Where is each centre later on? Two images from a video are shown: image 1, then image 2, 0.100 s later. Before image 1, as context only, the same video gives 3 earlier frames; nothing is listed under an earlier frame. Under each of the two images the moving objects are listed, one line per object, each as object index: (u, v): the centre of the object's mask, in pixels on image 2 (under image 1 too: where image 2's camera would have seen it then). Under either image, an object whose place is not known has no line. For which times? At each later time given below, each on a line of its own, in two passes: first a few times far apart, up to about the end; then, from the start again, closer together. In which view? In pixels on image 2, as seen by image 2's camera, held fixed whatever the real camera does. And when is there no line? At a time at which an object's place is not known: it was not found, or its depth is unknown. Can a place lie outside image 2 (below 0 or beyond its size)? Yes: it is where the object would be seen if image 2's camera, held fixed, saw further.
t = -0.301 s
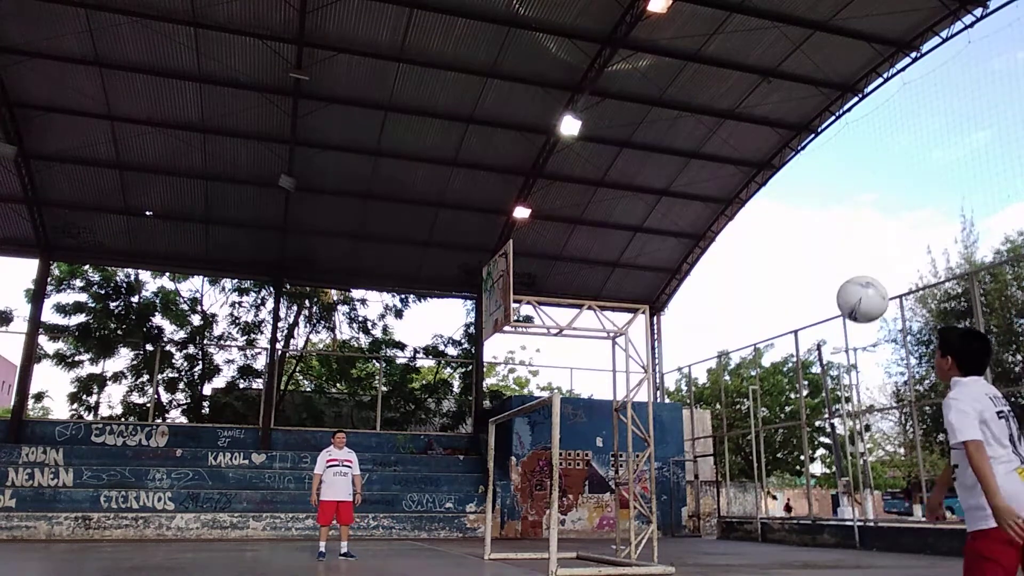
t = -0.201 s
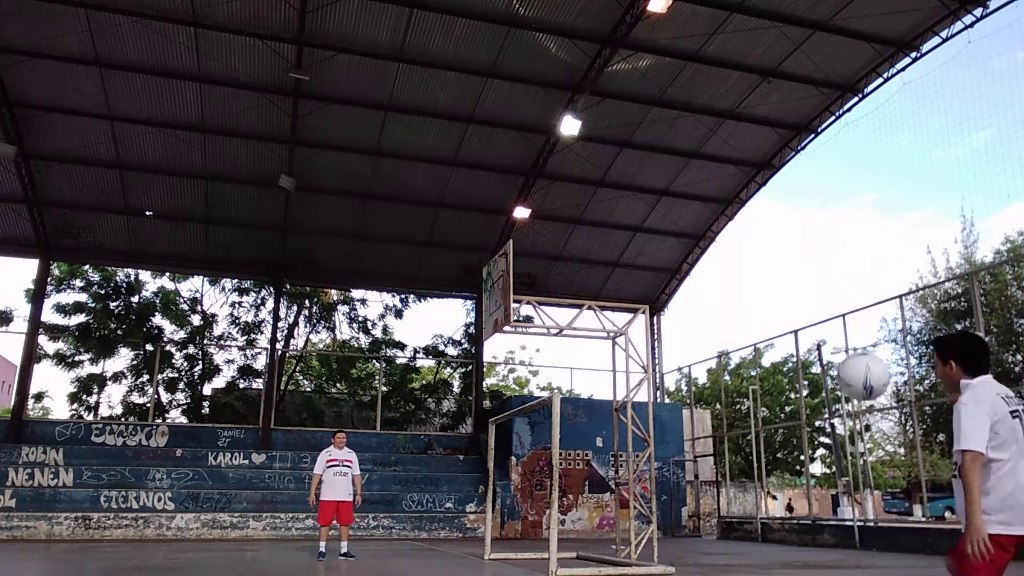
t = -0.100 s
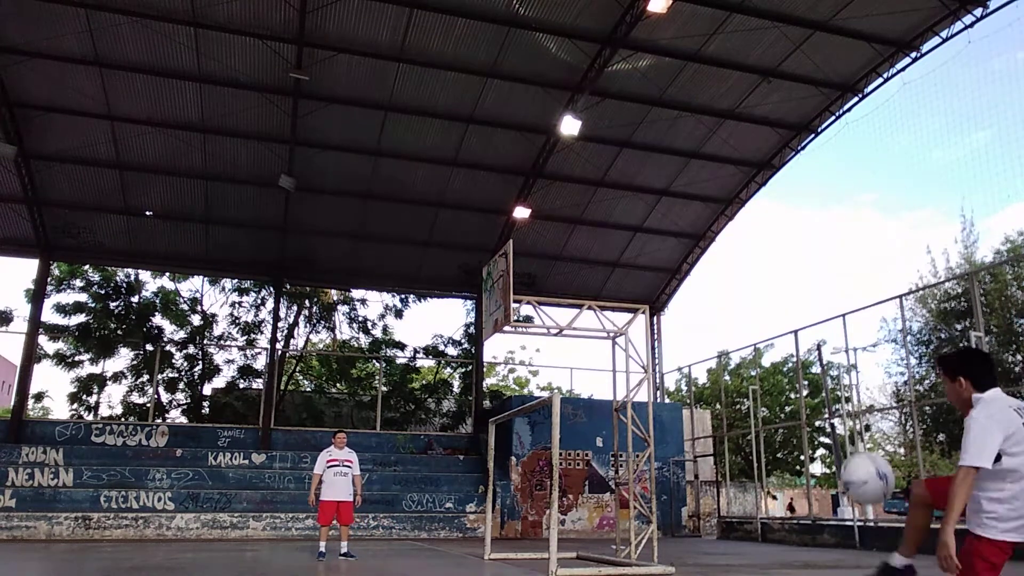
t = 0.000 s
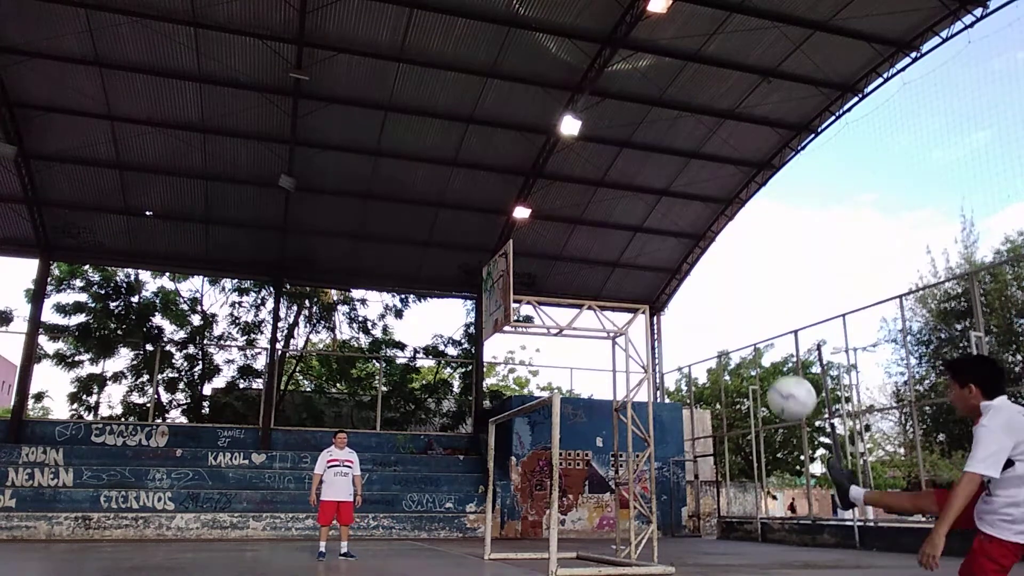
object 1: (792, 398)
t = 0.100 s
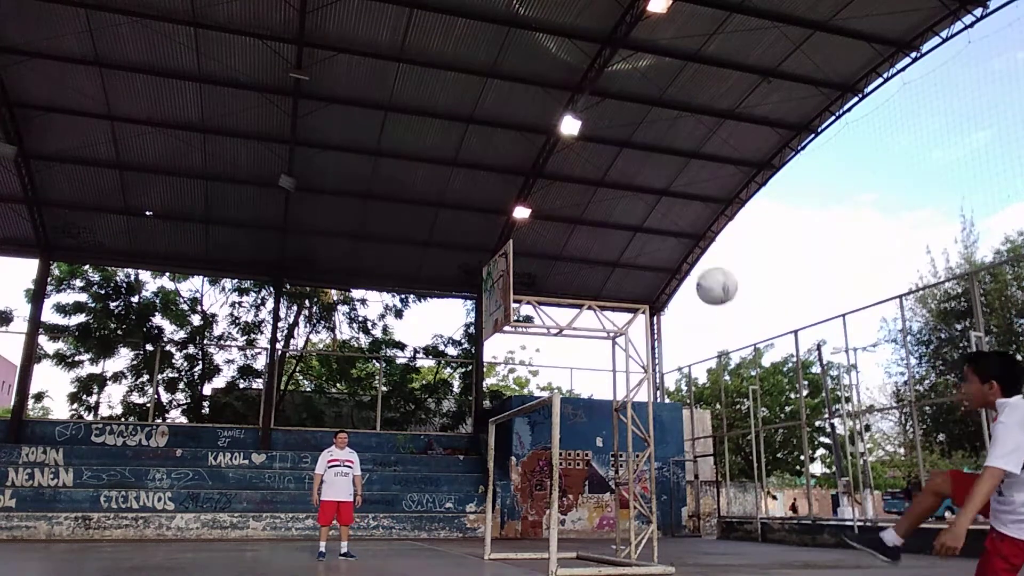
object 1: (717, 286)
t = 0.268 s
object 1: (616, 169)
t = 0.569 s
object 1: (483, 104)
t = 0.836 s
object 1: (392, 148)
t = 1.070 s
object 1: (322, 246)
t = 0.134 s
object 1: (695, 255)
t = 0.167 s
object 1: (674, 229)
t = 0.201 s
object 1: (653, 206)
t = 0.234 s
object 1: (634, 186)
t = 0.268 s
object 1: (616, 169)
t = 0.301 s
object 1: (599, 153)
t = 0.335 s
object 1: (583, 141)
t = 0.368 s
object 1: (567, 129)
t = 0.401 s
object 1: (550, 121)
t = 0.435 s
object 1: (536, 114)
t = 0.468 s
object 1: (522, 110)
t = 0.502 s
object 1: (509, 106)
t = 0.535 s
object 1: (496, 104)
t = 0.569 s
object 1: (483, 104)
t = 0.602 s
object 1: (470, 105)
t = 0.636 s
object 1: (458, 108)
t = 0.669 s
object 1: (447, 112)
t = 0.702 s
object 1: (435, 116)
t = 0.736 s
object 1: (425, 122)
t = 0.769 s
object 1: (413, 129)
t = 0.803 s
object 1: (402, 138)
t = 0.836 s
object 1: (392, 148)
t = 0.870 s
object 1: (382, 159)
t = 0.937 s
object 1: (361, 183)
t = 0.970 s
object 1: (351, 198)
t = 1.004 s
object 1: (341, 213)
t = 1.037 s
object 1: (331, 229)
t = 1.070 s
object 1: (322, 246)
